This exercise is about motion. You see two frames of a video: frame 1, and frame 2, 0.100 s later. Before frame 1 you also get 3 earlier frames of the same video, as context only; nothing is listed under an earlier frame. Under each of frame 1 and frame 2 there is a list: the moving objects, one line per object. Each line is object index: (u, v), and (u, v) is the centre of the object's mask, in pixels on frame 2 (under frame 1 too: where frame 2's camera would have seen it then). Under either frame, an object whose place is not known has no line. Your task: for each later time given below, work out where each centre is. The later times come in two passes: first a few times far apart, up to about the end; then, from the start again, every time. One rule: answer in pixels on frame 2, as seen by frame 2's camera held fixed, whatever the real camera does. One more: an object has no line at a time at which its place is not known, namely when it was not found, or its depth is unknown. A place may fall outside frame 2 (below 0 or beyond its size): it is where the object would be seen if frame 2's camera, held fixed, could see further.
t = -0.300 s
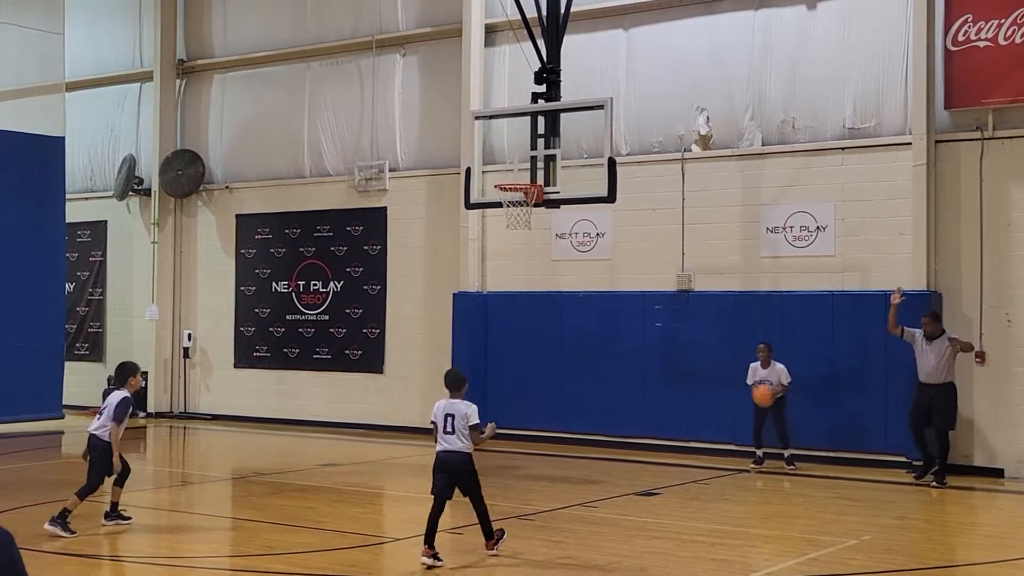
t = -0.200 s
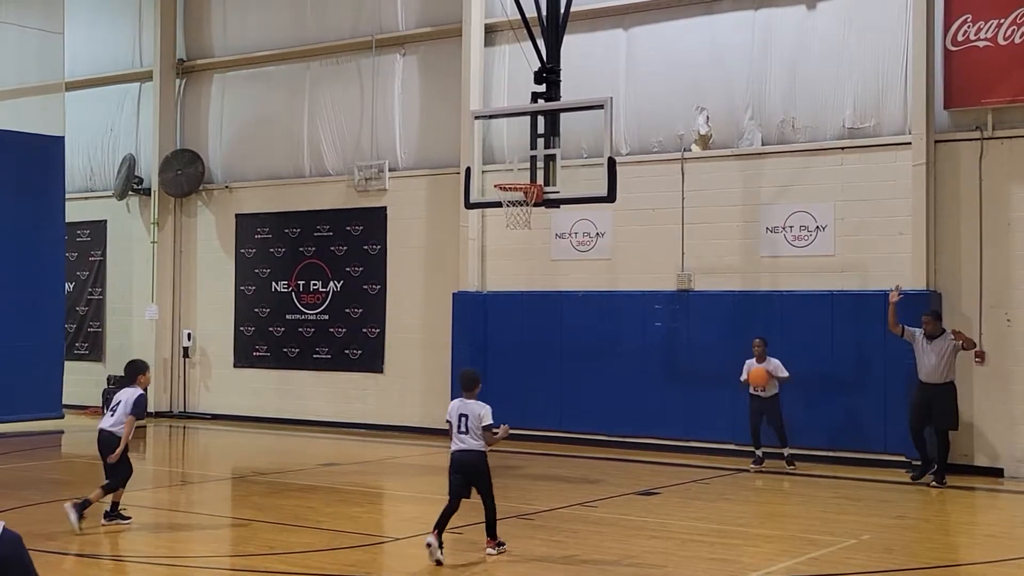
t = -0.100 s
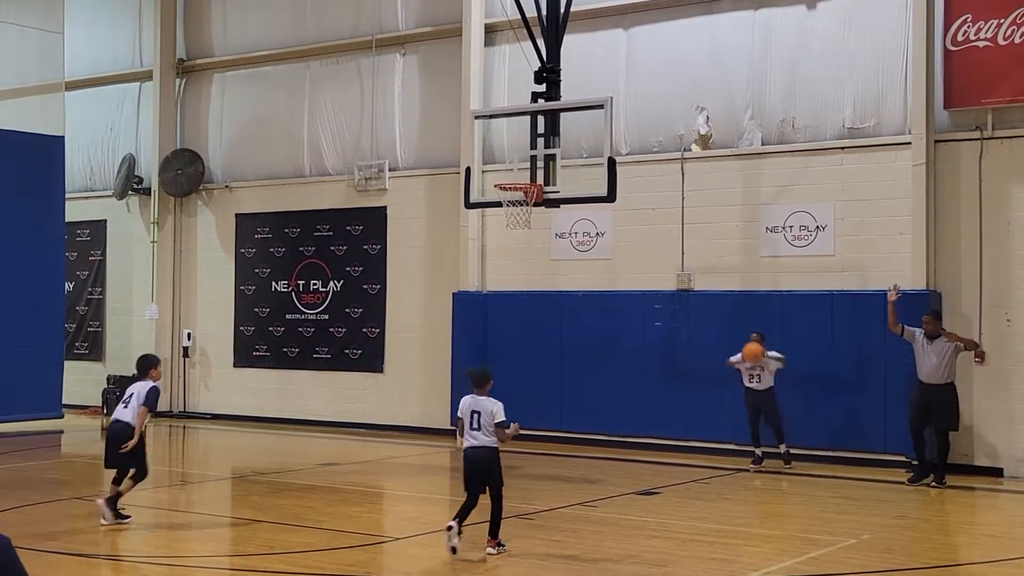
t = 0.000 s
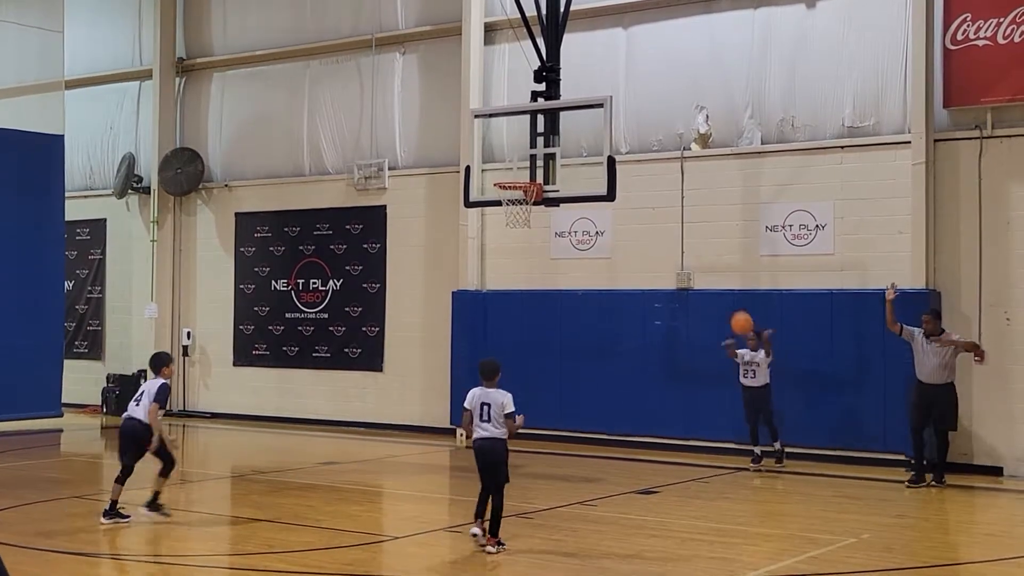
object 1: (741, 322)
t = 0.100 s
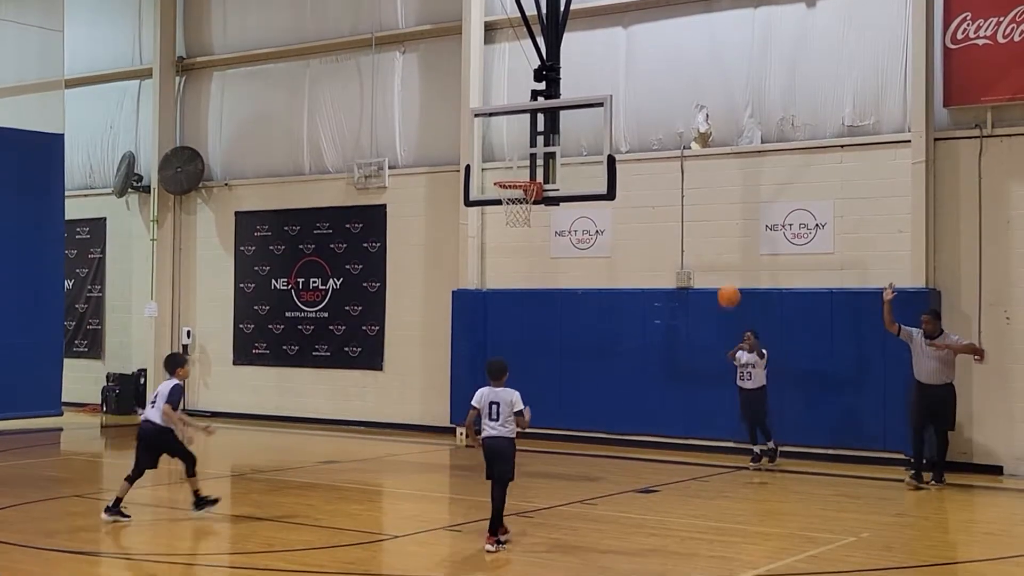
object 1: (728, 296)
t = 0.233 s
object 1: (710, 274)
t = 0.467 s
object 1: (673, 277)
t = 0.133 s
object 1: (724, 290)
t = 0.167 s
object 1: (720, 284)
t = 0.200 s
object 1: (715, 279)
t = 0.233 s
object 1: (710, 274)
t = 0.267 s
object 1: (705, 272)
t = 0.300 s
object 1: (700, 270)
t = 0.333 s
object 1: (695, 269)
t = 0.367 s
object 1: (690, 269)
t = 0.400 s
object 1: (684, 270)
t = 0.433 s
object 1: (679, 274)
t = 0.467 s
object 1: (673, 277)
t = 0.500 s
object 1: (668, 283)
